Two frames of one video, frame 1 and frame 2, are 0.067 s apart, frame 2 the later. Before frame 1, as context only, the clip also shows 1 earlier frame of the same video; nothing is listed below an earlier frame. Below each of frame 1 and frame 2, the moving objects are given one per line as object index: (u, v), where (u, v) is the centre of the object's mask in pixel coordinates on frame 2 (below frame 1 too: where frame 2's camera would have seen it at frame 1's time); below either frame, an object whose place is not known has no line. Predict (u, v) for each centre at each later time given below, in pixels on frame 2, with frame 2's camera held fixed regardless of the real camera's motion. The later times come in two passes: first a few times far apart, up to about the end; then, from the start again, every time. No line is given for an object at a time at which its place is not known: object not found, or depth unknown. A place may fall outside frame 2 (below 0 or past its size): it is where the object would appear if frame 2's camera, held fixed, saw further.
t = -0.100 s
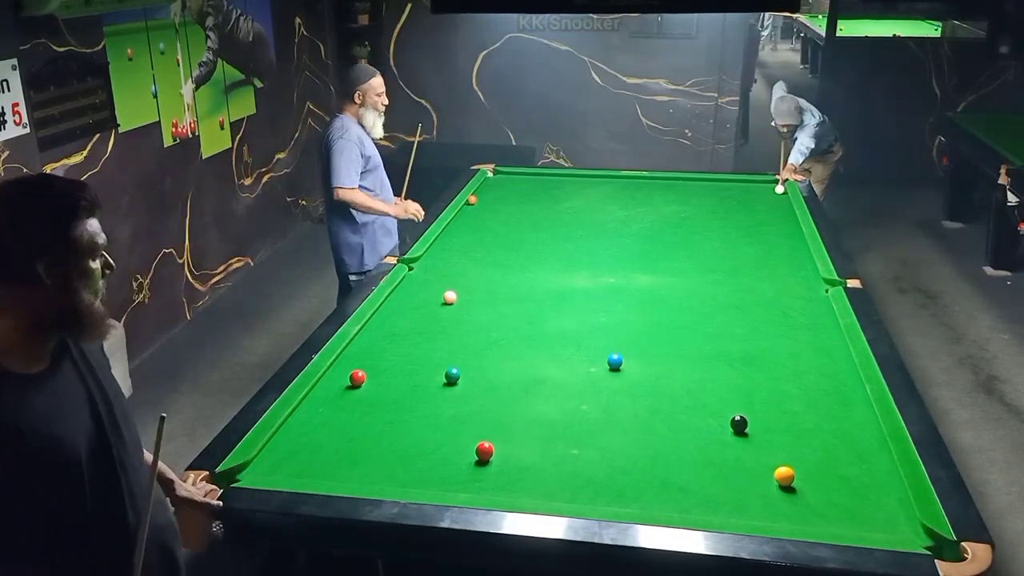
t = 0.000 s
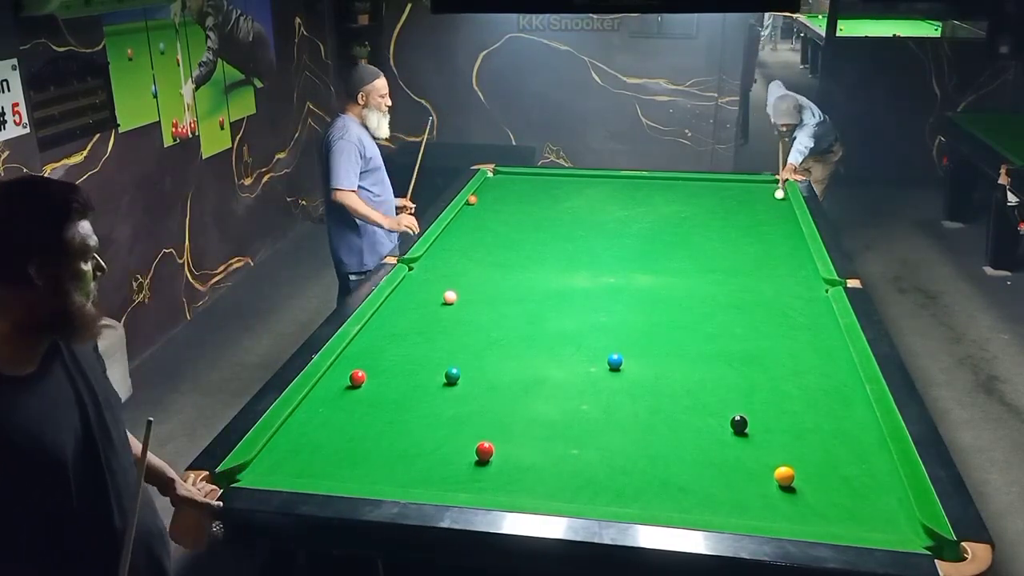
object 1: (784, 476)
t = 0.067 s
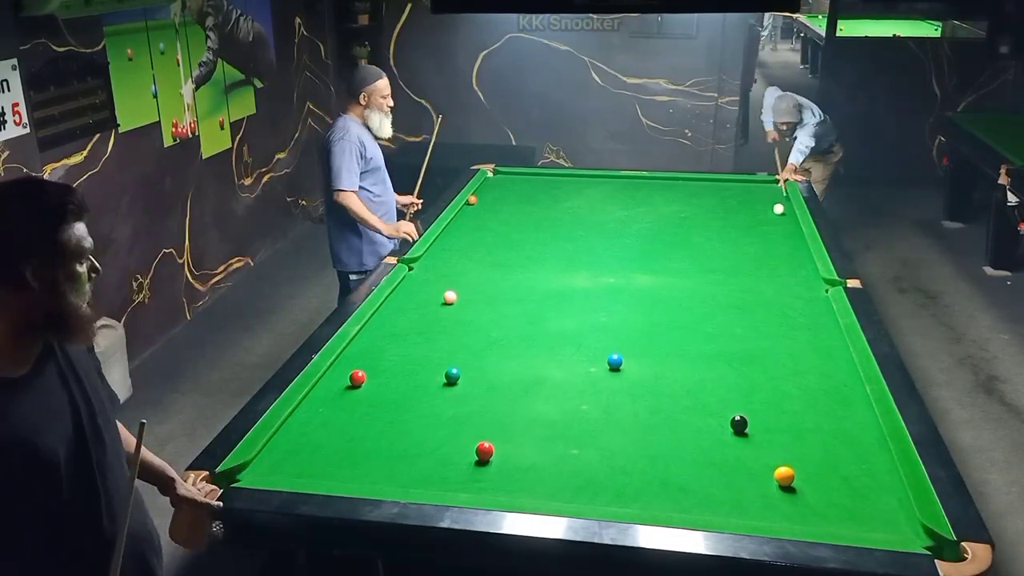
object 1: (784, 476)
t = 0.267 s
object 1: (784, 476)
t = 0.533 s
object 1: (784, 476)
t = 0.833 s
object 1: (834, 498)
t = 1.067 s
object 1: (947, 555)
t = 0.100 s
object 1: (784, 476)
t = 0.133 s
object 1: (784, 476)
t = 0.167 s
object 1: (784, 476)
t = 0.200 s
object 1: (784, 476)
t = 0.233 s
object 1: (784, 476)
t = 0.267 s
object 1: (784, 476)
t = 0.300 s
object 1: (784, 476)
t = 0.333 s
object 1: (784, 476)
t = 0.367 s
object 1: (784, 476)
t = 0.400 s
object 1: (784, 476)
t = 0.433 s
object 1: (784, 476)
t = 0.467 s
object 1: (784, 476)
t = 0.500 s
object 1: (784, 476)
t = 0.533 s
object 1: (784, 476)
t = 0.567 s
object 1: (784, 476)
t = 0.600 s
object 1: (784, 476)
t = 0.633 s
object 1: (784, 476)
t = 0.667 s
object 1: (784, 476)
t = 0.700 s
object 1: (784, 476)
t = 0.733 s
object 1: (784, 476)
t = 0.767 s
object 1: (798, 481)
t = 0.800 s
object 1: (817, 490)
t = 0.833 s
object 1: (834, 498)
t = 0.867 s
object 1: (852, 507)
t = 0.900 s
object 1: (869, 514)
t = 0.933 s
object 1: (885, 522)
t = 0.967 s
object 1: (901, 528)
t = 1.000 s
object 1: (917, 535)
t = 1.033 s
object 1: (935, 546)
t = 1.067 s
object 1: (947, 555)
